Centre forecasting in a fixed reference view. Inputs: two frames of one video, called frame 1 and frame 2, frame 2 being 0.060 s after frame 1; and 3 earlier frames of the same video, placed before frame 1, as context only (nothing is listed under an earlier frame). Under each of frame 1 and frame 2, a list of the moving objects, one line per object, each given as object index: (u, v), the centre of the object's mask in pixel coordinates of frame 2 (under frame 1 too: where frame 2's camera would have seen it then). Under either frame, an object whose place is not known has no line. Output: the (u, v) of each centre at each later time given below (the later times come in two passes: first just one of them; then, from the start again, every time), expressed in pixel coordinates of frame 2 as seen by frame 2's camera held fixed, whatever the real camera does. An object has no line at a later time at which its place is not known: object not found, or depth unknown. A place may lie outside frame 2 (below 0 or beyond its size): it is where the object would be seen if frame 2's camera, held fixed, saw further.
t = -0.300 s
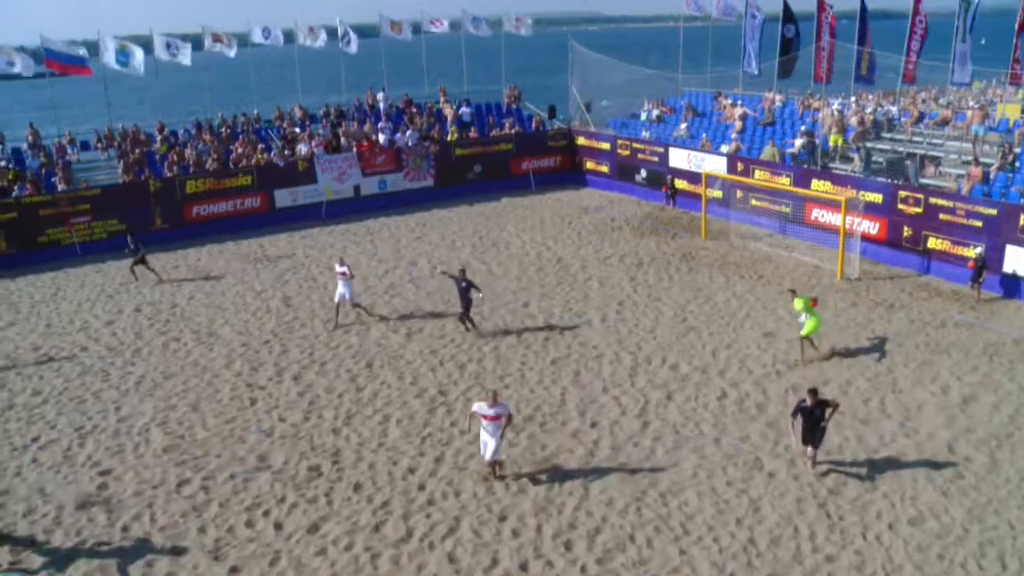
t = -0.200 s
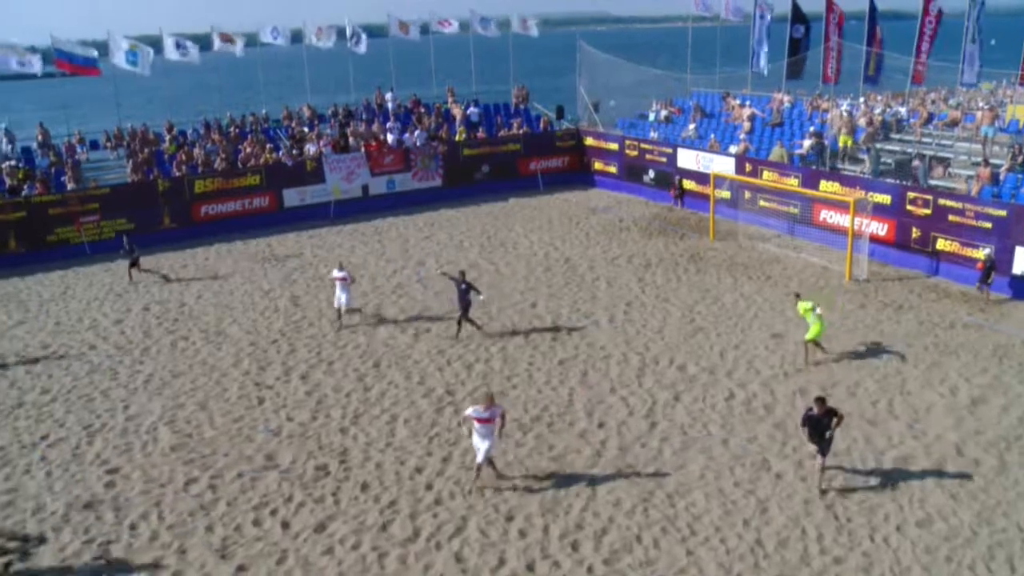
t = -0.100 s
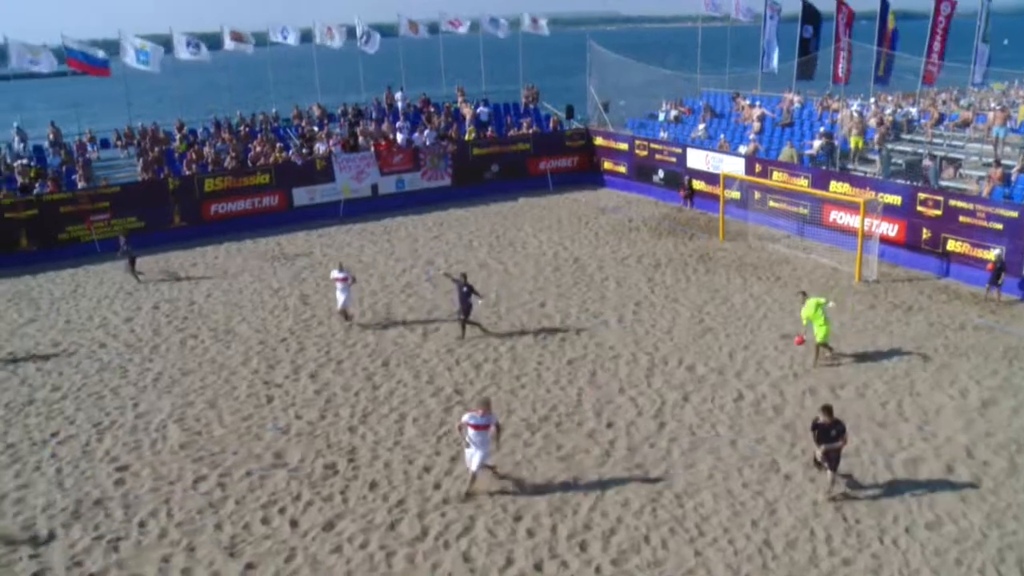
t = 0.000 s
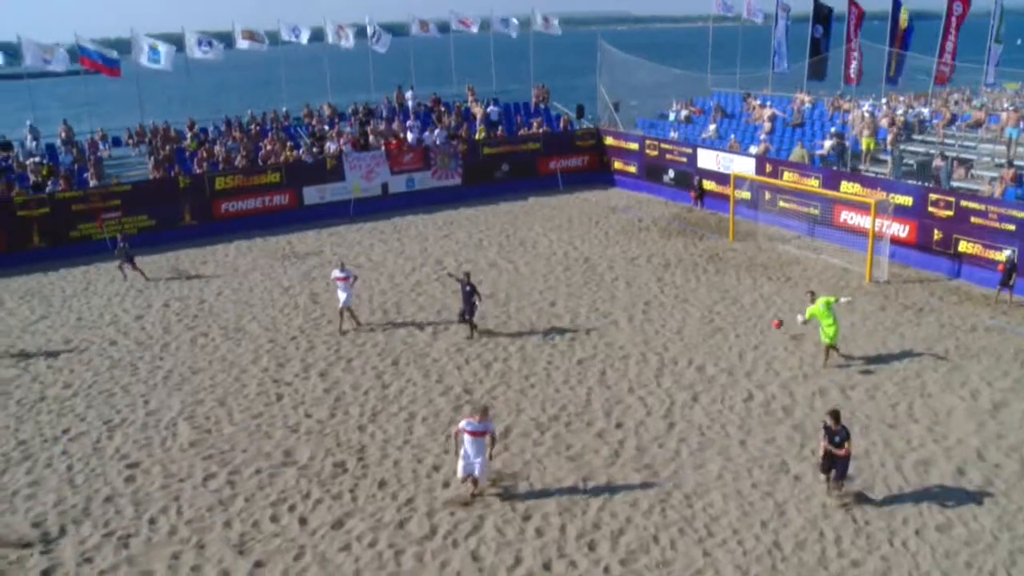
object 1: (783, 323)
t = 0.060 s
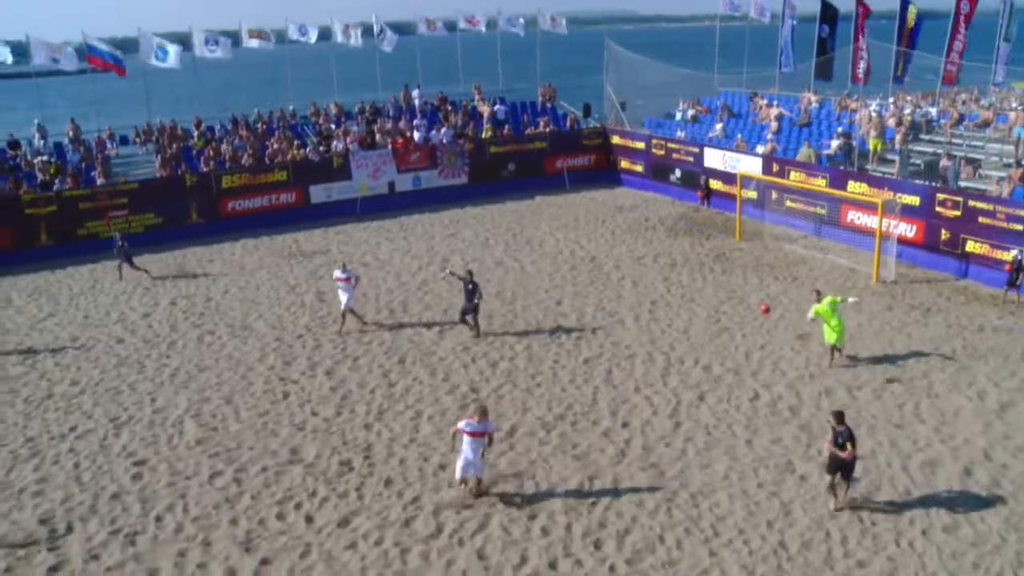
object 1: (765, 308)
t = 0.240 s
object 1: (697, 272)
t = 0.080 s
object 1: (758, 304)
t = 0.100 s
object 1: (750, 300)
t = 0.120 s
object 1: (744, 295)
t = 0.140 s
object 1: (736, 291)
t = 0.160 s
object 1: (728, 288)
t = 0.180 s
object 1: (721, 283)
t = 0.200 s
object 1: (713, 280)
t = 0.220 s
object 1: (705, 276)
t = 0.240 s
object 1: (697, 272)
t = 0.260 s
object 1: (689, 268)
